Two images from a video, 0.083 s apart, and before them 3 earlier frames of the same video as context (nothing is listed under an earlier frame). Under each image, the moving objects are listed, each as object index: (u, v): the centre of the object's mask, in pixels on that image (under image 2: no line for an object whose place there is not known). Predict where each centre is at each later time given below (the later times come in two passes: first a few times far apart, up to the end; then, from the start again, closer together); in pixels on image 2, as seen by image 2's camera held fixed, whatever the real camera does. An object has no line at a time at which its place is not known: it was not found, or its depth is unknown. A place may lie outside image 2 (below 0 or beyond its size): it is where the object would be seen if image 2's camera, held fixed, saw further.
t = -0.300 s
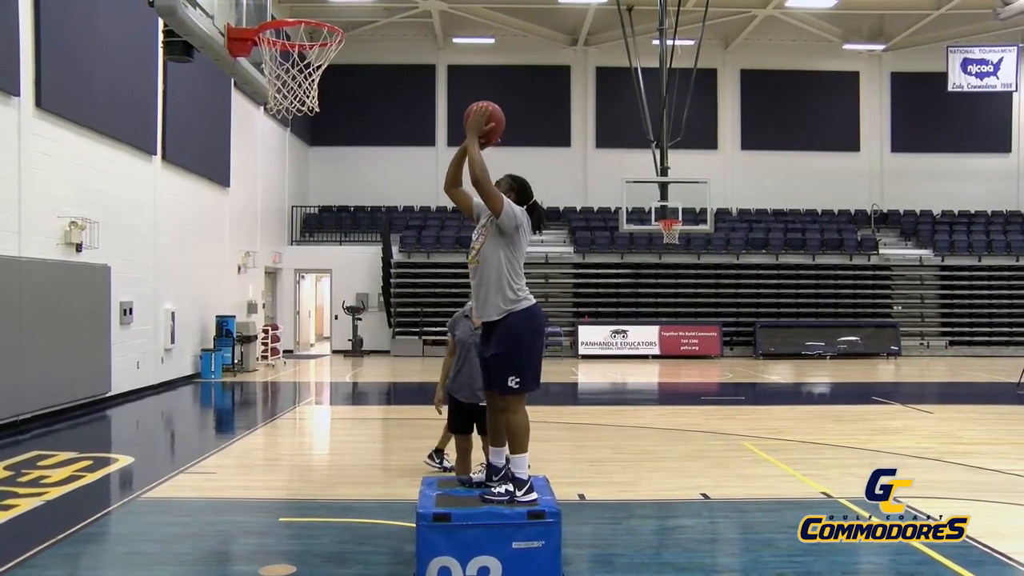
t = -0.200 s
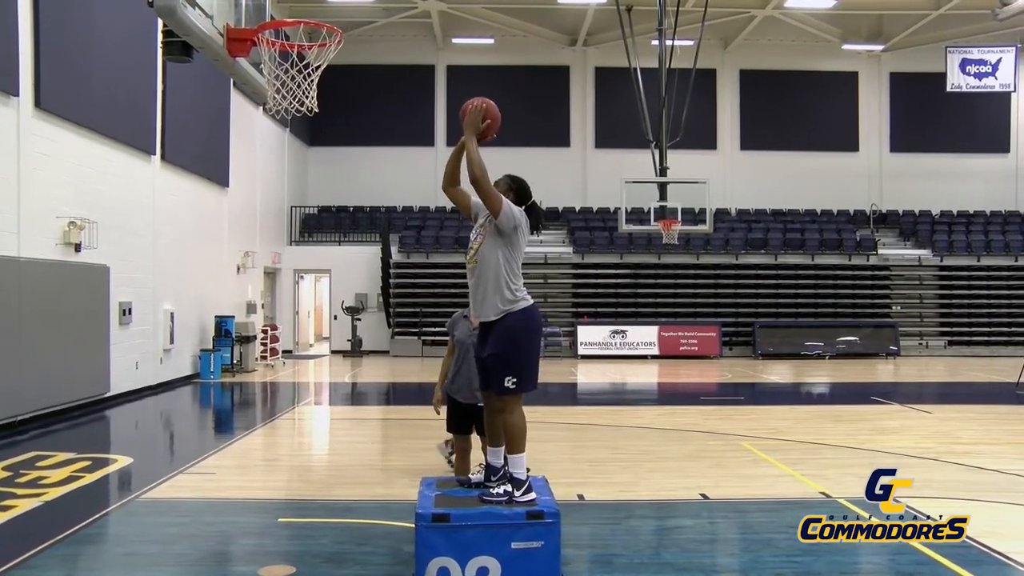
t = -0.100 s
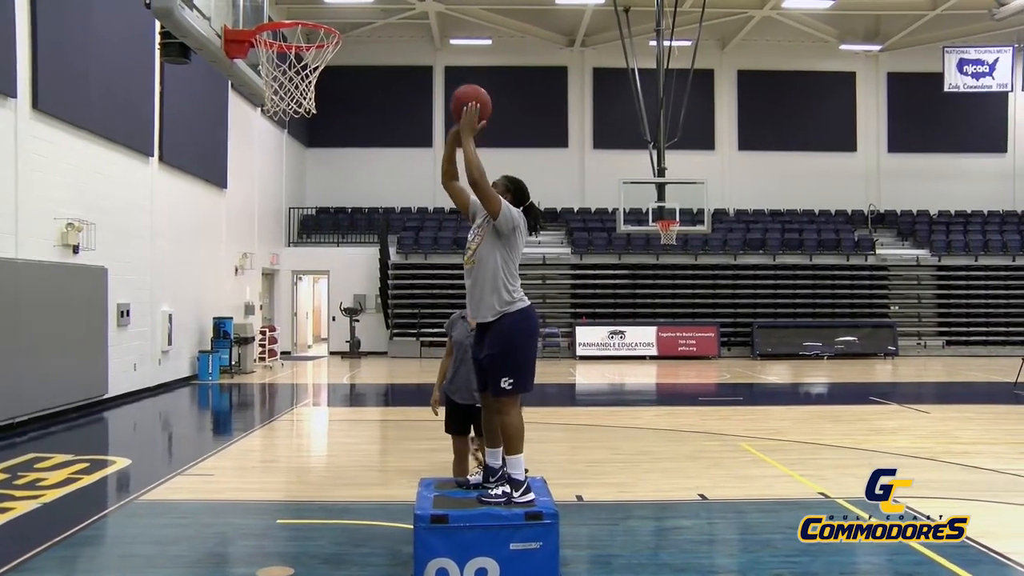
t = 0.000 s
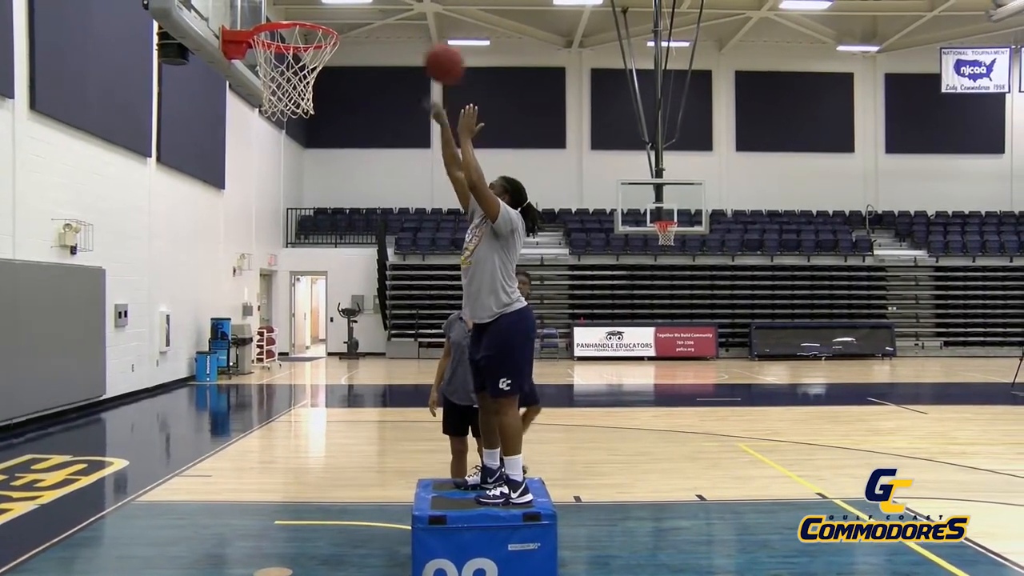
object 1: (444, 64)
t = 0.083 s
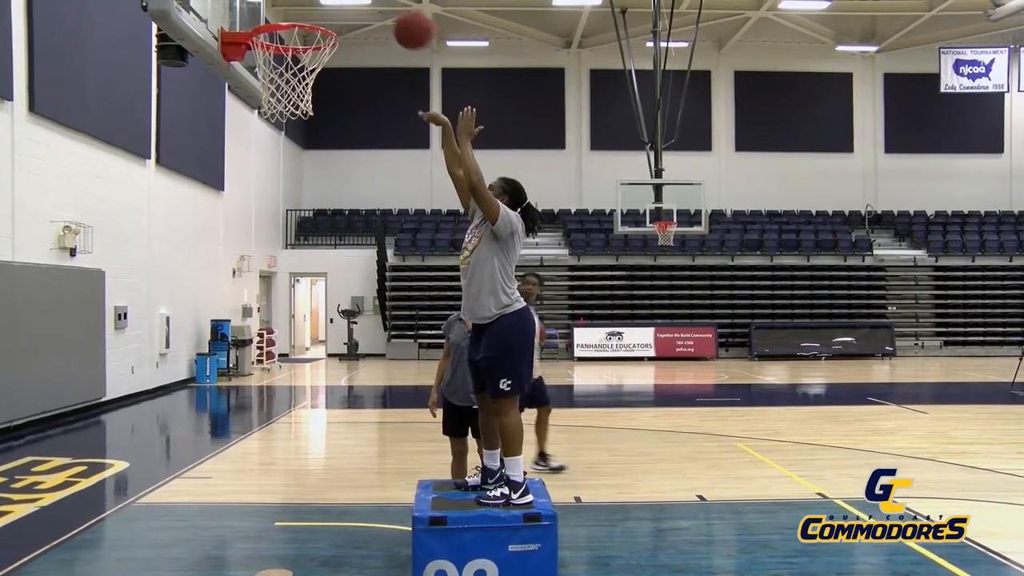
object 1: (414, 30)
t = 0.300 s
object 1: (338, 6)
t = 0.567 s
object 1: (292, 14)
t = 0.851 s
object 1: (277, 23)
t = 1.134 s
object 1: (306, 49)
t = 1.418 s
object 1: (292, 159)
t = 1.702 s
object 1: (278, 397)
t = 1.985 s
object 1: (258, 421)
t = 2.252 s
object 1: (237, 292)
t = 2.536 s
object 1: (216, 279)
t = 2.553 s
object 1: (215, 282)
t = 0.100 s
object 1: (407, 24)
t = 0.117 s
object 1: (403, 19)
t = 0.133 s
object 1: (396, 16)
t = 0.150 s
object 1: (390, 13)
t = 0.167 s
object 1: (385, 12)
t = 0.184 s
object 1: (379, 10)
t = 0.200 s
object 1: (373, 9)
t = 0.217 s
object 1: (367, 8)
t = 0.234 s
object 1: (362, 7)
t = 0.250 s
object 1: (356, 6)
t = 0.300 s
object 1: (338, 6)
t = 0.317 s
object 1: (332, 6)
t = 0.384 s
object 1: (309, 9)
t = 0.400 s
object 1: (303, 10)
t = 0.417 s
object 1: (298, 10)
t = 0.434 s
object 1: (292, 10)
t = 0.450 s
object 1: (287, 11)
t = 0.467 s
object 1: (280, 14)
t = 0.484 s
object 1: (274, 16)
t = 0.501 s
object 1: (272, 17)
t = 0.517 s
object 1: (276, 16)
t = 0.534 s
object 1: (282, 15)
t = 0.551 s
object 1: (288, 15)
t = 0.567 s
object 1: (292, 14)
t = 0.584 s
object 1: (299, 15)
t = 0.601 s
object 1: (304, 15)
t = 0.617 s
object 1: (310, 16)
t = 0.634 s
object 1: (309, 15)
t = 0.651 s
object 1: (308, 14)
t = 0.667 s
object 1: (305, 13)
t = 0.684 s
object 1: (303, 11)
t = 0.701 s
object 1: (300, 11)
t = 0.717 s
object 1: (297, 11)
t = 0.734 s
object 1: (294, 11)
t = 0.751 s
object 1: (291, 10)
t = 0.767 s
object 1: (289, 11)
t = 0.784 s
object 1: (286, 11)
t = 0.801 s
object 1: (284, 12)
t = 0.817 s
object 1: (282, 18)
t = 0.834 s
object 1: (280, 23)
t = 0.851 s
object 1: (277, 23)
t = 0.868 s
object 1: (277, 24)
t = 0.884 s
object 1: (279, 24)
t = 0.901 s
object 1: (281, 21)
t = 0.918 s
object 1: (283, 20)
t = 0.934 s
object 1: (285, 19)
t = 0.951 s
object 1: (286, 19)
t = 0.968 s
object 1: (288, 19)
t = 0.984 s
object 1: (292, 20)
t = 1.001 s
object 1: (294, 21)
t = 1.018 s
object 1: (297, 26)
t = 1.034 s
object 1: (299, 28)
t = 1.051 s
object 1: (300, 31)
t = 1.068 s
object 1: (302, 34)
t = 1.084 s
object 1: (304, 38)
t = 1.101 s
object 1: (306, 41)
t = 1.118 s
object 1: (306, 45)
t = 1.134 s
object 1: (306, 49)
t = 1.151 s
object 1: (306, 51)
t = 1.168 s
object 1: (306, 55)
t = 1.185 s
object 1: (306, 61)
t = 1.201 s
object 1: (307, 65)
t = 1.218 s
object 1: (306, 71)
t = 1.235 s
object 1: (303, 76)
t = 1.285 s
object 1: (301, 93)
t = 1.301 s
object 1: (303, 114)
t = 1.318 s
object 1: (301, 118)
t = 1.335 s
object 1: (299, 122)
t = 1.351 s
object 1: (297, 126)
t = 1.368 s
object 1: (296, 132)
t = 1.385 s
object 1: (294, 140)
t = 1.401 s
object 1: (293, 150)
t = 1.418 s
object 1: (292, 159)
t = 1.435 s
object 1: (291, 170)
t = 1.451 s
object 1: (290, 181)
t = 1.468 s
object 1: (289, 191)
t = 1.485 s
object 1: (288, 203)
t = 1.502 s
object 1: (287, 215)
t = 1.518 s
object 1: (286, 229)
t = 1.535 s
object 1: (286, 242)
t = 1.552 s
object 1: (284, 255)
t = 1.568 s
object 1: (283, 269)
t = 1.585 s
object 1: (282, 284)
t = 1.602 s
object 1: (281, 299)
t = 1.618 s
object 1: (280, 315)
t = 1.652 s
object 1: (280, 347)
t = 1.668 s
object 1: (278, 363)
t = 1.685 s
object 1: (277, 381)
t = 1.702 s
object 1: (278, 397)
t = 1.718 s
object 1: (275, 416)
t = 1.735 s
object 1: (275, 435)
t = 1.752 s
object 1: (274, 452)
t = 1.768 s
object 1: (273, 472)
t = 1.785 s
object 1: (273, 491)
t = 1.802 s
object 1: (272, 512)
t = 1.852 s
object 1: (269, 532)
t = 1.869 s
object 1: (268, 516)
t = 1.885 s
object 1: (266, 501)
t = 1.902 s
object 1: (265, 486)
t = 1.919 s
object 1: (263, 472)
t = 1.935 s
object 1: (261, 459)
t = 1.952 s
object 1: (260, 446)
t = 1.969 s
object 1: (259, 433)
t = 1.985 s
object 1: (258, 421)
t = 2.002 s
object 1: (257, 411)
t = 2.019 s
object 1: (256, 399)
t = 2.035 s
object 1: (255, 389)
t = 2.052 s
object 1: (253, 378)
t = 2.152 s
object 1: (245, 327)
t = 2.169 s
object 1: (244, 319)
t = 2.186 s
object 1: (242, 313)
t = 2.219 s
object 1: (240, 301)
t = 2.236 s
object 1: (239, 296)
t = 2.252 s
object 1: (237, 292)
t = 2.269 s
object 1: (236, 287)
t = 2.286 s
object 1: (235, 284)
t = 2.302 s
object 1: (233, 280)
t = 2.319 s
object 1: (233, 278)
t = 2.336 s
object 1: (231, 275)
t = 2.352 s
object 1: (230, 273)
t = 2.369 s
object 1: (229, 271)
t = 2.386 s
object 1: (228, 270)
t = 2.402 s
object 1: (226, 269)
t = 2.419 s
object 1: (225, 269)
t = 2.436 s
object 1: (224, 269)
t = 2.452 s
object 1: (223, 270)
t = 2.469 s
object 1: (221, 271)
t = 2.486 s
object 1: (220, 272)
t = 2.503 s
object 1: (219, 274)
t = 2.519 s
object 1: (218, 276)
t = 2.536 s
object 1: (216, 279)
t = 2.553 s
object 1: (215, 282)
